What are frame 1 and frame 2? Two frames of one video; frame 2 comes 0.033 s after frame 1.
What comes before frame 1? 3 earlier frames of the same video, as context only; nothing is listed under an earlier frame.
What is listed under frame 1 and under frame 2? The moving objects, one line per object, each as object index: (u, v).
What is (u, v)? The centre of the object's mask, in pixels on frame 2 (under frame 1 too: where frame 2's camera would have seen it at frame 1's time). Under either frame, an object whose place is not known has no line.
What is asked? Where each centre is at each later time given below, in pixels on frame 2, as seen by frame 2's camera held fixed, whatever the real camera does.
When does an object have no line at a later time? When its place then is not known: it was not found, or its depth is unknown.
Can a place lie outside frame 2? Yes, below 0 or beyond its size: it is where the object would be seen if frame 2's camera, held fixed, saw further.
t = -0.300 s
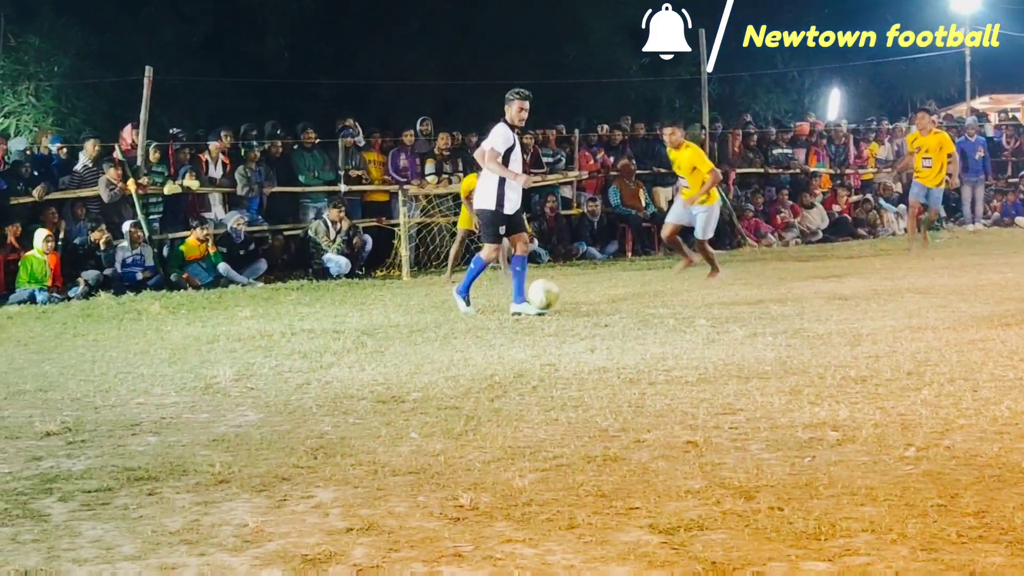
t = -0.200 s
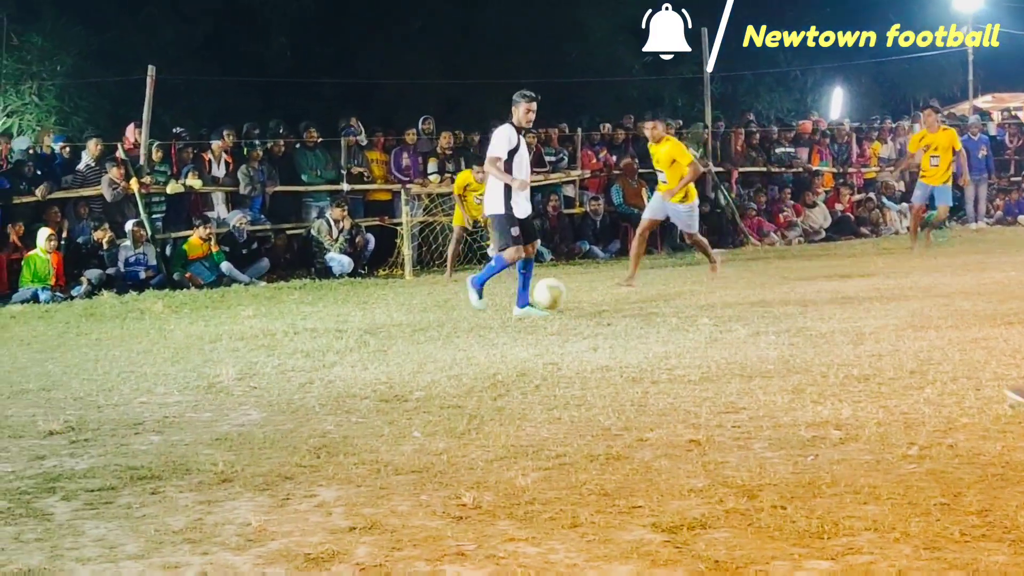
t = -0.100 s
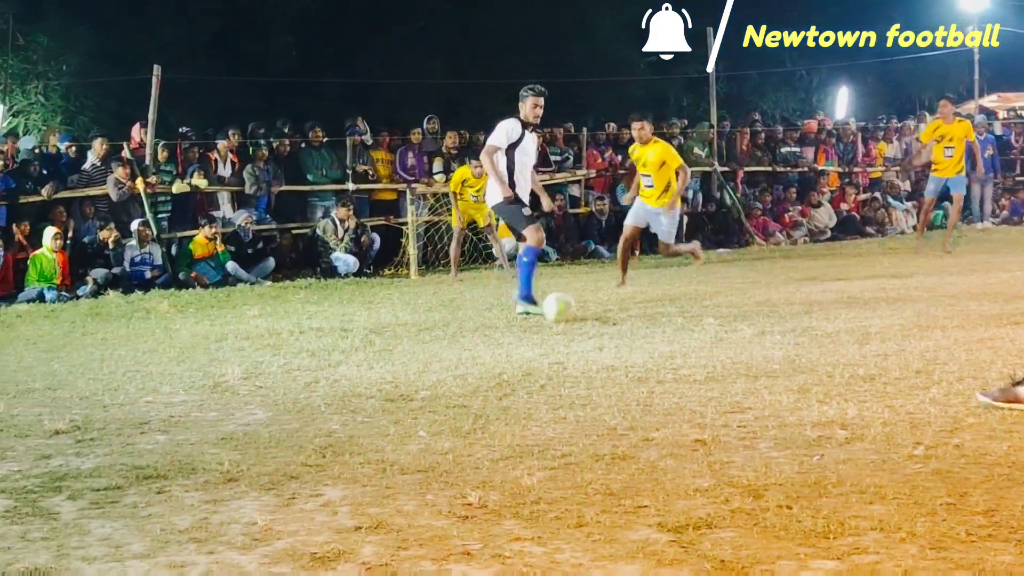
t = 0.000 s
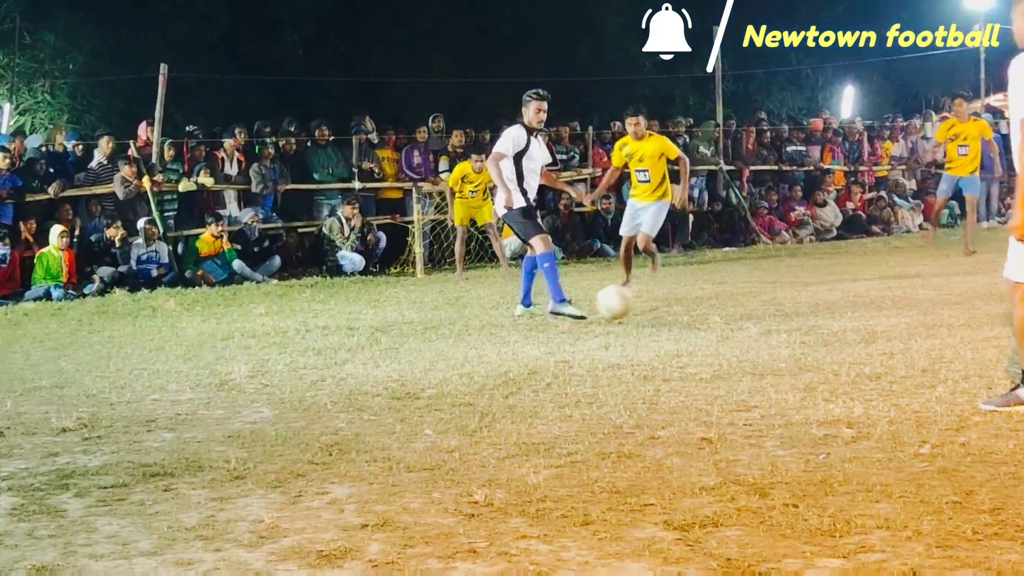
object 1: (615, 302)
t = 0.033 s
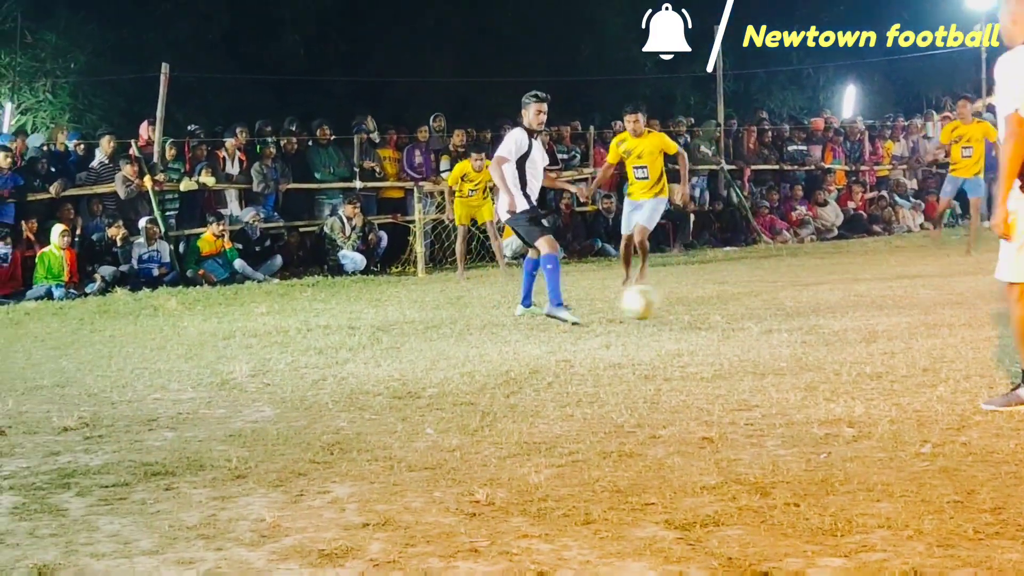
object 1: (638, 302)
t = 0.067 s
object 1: (666, 304)
